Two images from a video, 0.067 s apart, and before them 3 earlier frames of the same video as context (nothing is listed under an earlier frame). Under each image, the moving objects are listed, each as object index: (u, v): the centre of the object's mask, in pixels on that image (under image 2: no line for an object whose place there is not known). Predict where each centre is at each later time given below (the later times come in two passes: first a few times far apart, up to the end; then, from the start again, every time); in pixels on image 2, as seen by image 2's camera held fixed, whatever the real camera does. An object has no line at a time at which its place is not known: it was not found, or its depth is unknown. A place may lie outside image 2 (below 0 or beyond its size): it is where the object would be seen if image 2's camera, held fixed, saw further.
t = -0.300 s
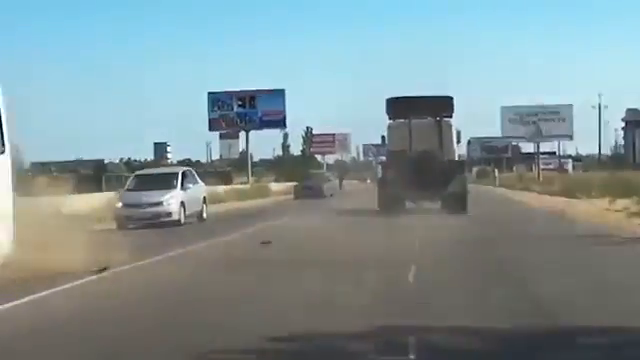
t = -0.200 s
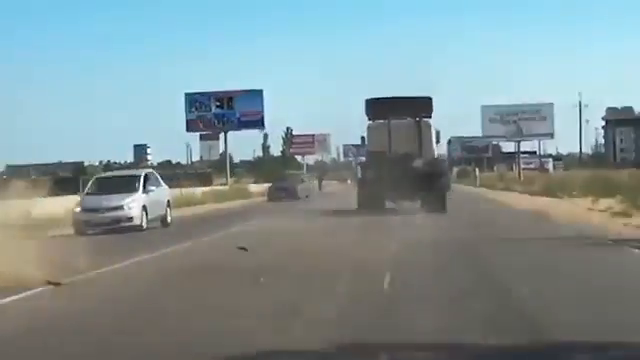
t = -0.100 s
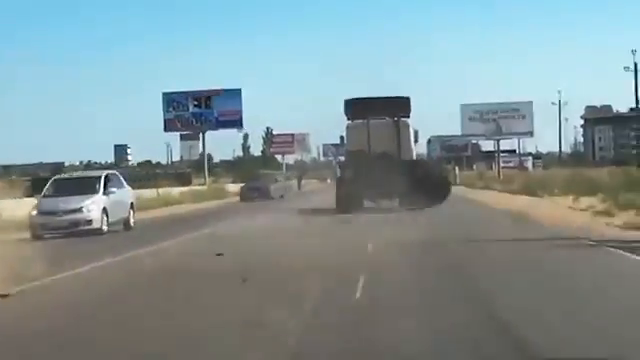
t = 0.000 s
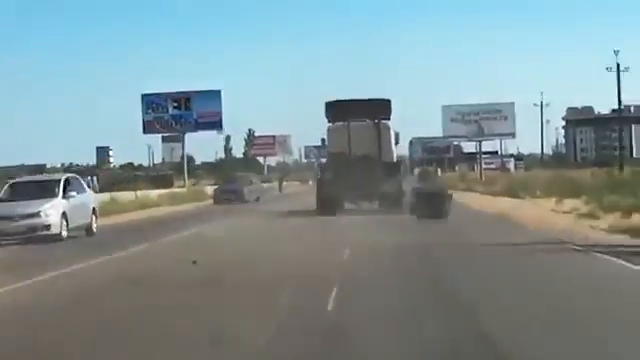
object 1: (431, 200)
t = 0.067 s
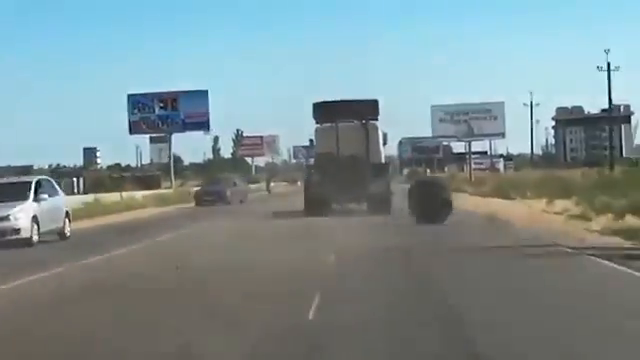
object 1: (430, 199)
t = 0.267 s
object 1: (458, 176)
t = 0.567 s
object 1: (503, 177)
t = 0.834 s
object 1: (542, 198)
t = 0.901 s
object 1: (552, 193)
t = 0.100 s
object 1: (433, 196)
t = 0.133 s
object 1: (437, 192)
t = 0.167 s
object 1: (443, 187)
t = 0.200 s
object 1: (448, 183)
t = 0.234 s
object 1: (453, 177)
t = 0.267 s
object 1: (458, 176)
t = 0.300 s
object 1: (463, 176)
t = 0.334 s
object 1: (467, 173)
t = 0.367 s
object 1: (473, 171)
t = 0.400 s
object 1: (477, 171)
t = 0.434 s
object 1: (482, 171)
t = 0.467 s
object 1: (487, 172)
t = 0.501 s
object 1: (492, 174)
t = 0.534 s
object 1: (498, 175)
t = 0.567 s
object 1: (503, 177)
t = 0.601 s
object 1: (509, 179)
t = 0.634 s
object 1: (514, 185)
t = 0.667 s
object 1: (519, 188)
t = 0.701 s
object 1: (523, 193)
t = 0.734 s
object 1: (527, 198)
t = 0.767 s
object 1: (531, 202)
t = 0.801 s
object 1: (538, 200)
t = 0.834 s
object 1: (542, 198)
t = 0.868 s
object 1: (547, 195)
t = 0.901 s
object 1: (552, 193)
